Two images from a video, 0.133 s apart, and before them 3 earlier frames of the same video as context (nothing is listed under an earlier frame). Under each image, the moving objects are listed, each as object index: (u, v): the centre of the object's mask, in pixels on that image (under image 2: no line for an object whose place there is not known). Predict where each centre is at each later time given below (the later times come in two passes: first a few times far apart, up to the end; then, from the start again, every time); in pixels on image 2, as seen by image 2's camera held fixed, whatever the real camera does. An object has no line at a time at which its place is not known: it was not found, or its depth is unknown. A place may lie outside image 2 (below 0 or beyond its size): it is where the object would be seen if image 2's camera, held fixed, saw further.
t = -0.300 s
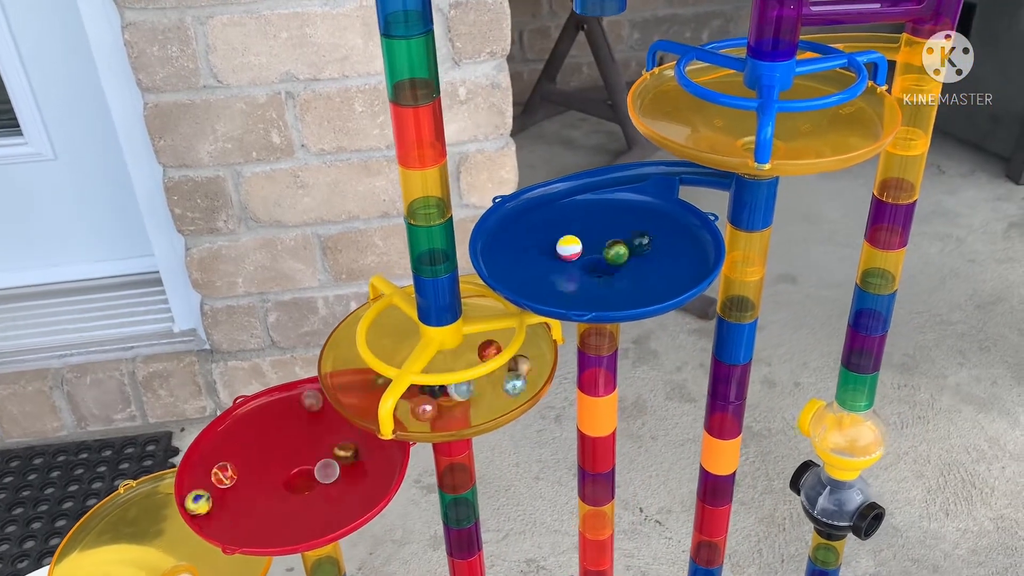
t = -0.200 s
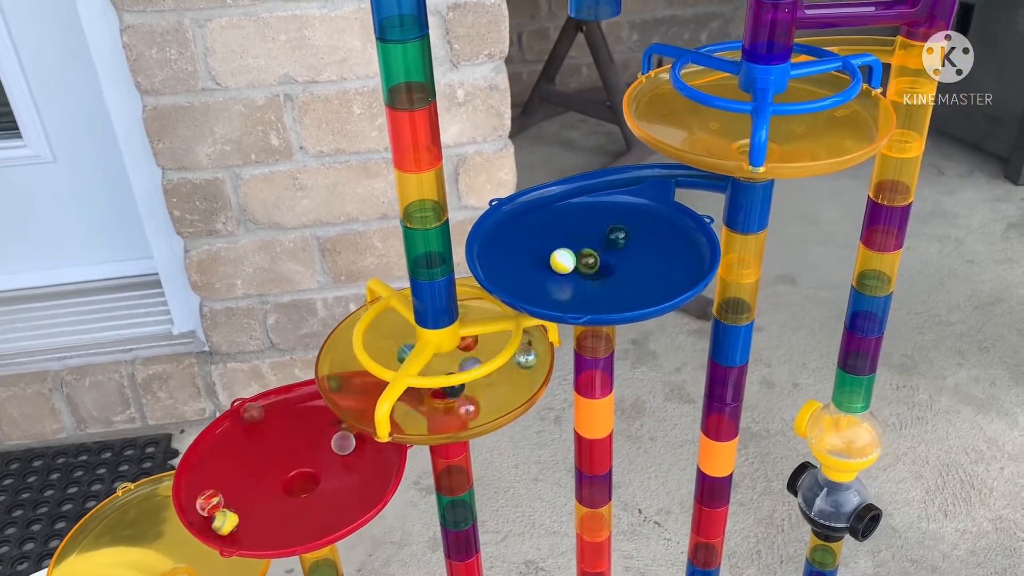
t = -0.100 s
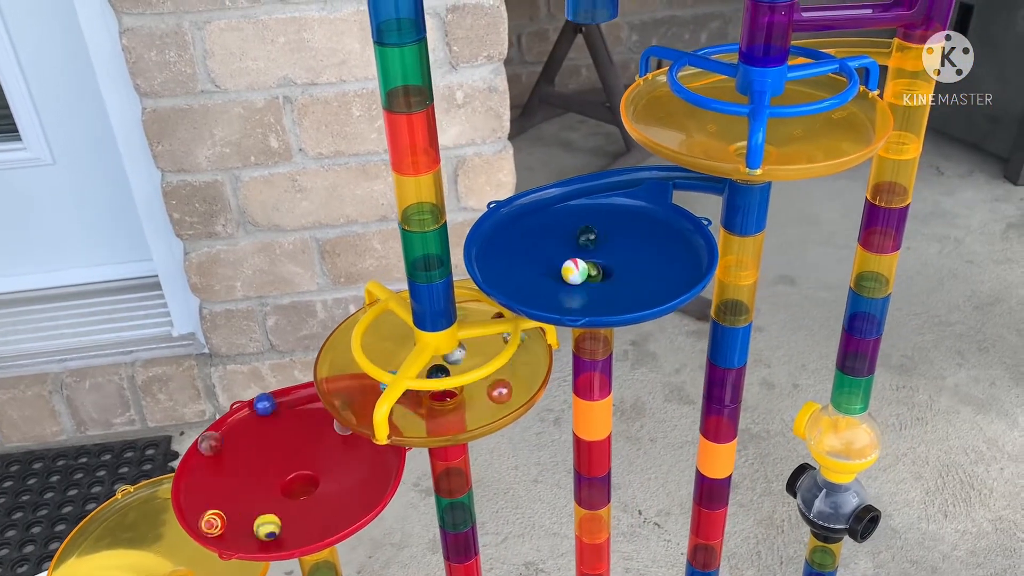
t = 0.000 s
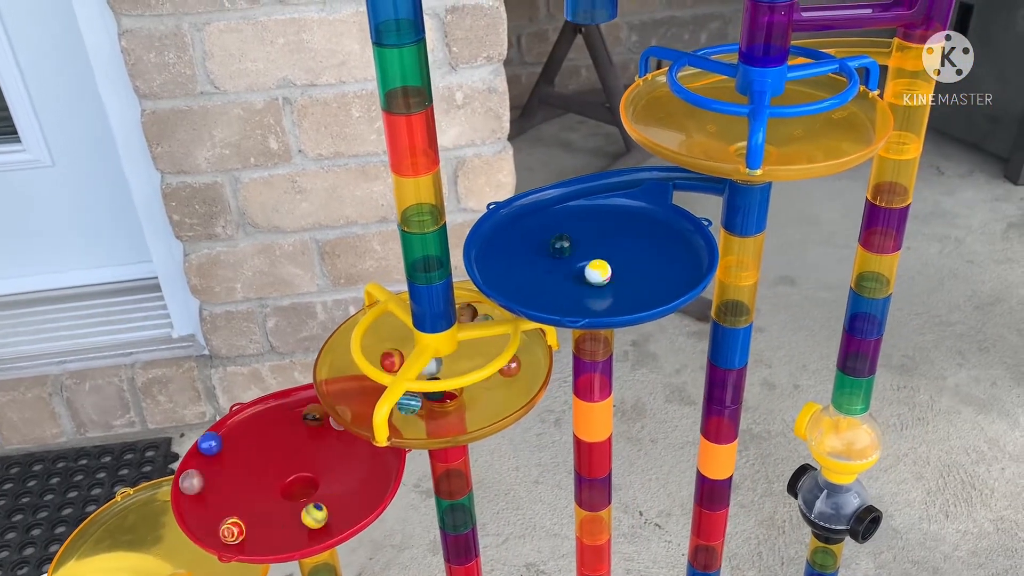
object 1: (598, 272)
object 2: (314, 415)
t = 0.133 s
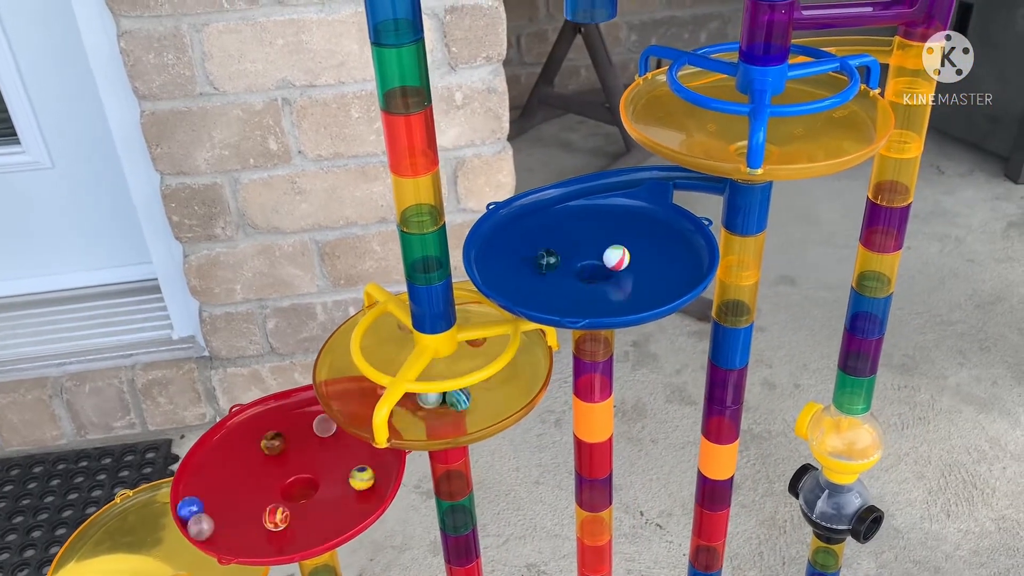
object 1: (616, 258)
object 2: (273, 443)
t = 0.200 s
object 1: (613, 249)
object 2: (253, 461)
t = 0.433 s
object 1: (574, 251)
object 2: (229, 522)
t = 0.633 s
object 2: (253, 534)
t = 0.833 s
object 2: (299, 501)
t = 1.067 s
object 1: (595, 272)
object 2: (305, 426)
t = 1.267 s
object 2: (287, 413)
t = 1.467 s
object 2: (281, 465)
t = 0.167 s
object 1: (616, 253)
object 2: (263, 452)
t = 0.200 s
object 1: (613, 249)
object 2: (253, 461)
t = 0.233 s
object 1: (609, 247)
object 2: (245, 471)
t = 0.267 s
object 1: (604, 245)
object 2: (239, 482)
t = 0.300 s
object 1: (598, 244)
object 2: (234, 491)
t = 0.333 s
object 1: (591, 244)
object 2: (230, 500)
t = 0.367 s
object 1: (585, 246)
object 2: (228, 508)
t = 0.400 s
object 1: (579, 248)
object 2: (228, 515)
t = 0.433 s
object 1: (574, 251)
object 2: (229, 522)
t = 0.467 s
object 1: (570, 254)
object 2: (232, 526)
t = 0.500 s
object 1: (568, 258)
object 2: (236, 529)
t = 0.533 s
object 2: (241, 532)
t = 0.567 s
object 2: (244, 534)
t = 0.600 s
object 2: (247, 534)
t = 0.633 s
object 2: (253, 534)
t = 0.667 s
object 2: (261, 531)
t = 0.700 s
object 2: (268, 528)
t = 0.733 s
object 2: (276, 524)
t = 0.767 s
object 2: (284, 518)
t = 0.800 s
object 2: (292, 510)
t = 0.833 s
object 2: (299, 501)
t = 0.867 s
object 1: (613, 263)
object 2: (307, 491)
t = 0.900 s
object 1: (612, 259)
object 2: (312, 480)
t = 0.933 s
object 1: (607, 256)
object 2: (315, 467)
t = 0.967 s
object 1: (599, 255)
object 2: (313, 454)
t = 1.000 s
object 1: (588, 259)
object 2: (311, 444)
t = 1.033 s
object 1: (584, 267)
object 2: (308, 434)
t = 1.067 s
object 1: (595, 272)
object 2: (305, 426)
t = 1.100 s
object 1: (599, 269)
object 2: (303, 420)
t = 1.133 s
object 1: (589, 273)
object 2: (300, 414)
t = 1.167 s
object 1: (597, 278)
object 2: (296, 410)
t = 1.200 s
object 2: (293, 408)
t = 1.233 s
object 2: (289, 409)
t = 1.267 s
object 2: (287, 413)
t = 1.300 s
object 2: (285, 419)
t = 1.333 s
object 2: (283, 426)
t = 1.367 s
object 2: (282, 434)
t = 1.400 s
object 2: (281, 443)
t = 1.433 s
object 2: (281, 454)
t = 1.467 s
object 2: (281, 465)
